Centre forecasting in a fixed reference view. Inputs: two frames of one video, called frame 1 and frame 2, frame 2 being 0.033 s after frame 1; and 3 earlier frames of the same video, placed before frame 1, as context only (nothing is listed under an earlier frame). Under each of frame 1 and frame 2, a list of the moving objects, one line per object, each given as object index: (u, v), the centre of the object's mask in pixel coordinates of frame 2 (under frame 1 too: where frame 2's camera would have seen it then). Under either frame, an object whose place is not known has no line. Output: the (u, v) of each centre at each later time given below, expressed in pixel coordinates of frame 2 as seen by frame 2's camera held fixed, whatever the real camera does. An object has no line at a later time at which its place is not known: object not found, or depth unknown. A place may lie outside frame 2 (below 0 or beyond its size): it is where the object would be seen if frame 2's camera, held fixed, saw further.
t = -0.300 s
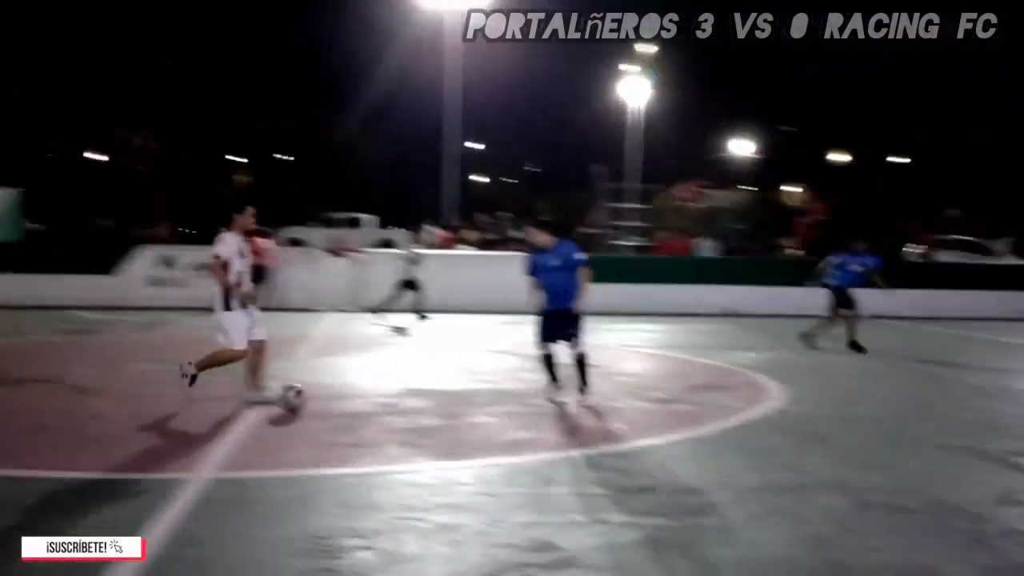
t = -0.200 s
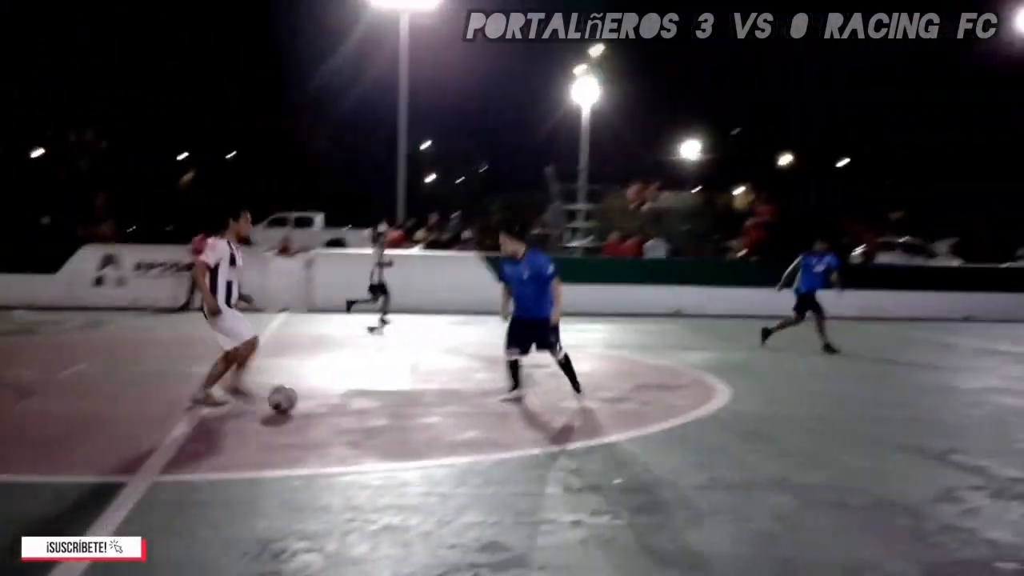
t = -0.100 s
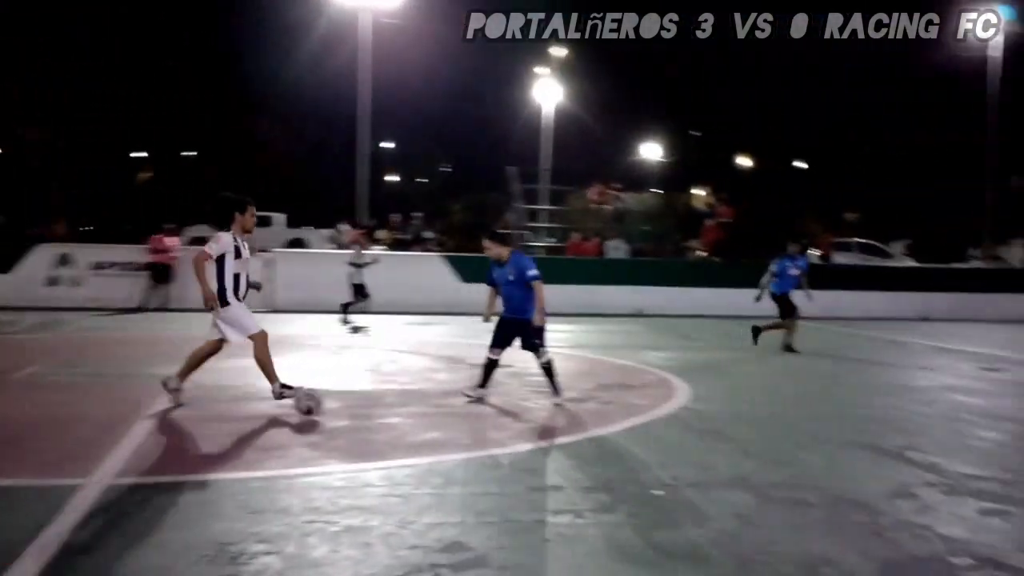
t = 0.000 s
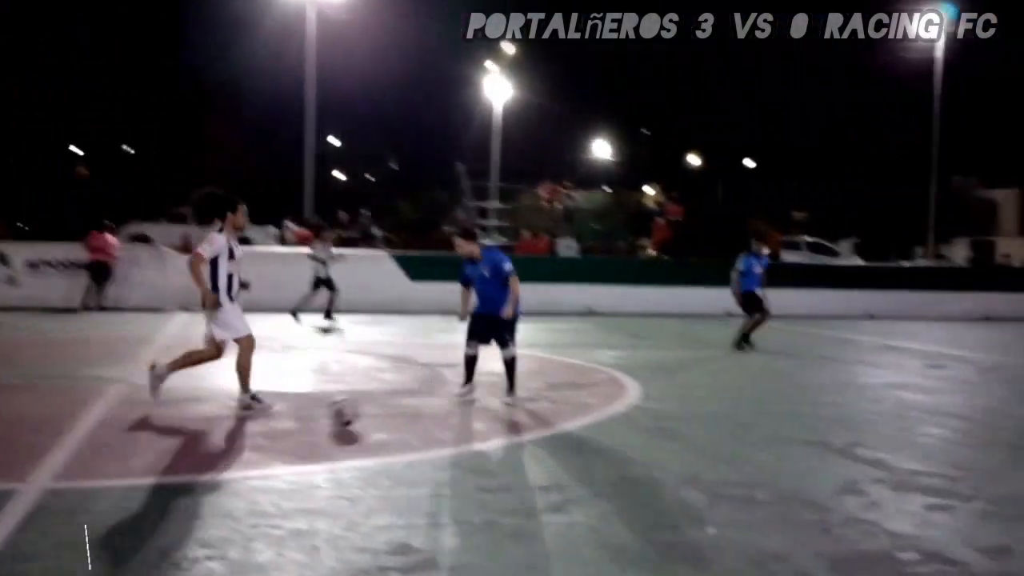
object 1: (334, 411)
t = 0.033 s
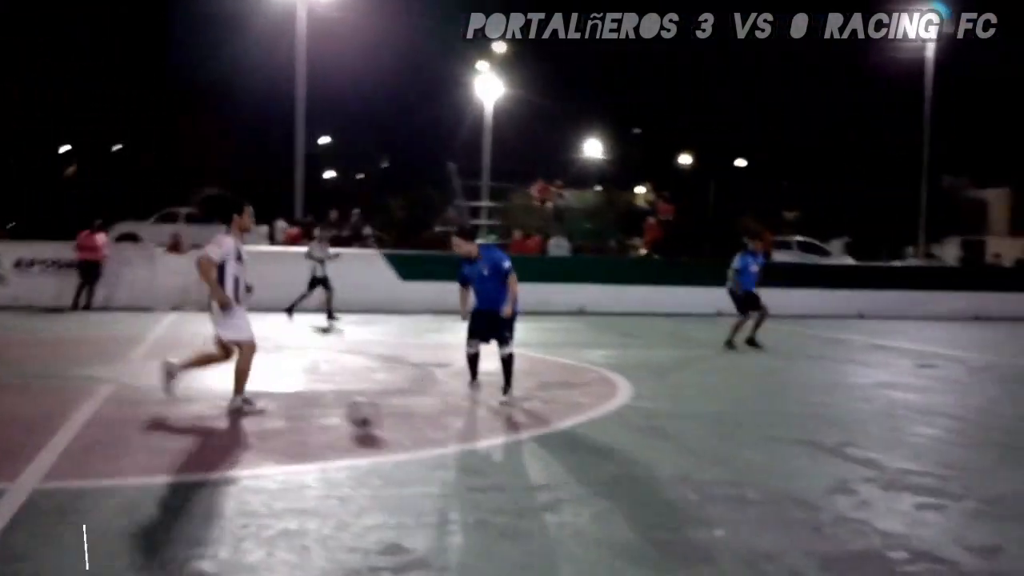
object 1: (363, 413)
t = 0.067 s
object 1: (388, 424)
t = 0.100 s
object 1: (421, 424)
